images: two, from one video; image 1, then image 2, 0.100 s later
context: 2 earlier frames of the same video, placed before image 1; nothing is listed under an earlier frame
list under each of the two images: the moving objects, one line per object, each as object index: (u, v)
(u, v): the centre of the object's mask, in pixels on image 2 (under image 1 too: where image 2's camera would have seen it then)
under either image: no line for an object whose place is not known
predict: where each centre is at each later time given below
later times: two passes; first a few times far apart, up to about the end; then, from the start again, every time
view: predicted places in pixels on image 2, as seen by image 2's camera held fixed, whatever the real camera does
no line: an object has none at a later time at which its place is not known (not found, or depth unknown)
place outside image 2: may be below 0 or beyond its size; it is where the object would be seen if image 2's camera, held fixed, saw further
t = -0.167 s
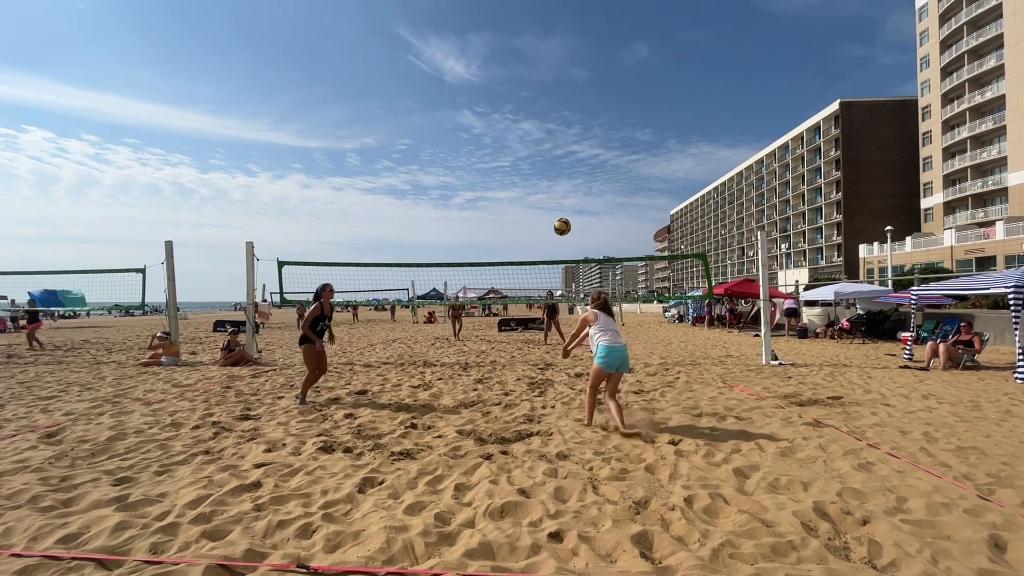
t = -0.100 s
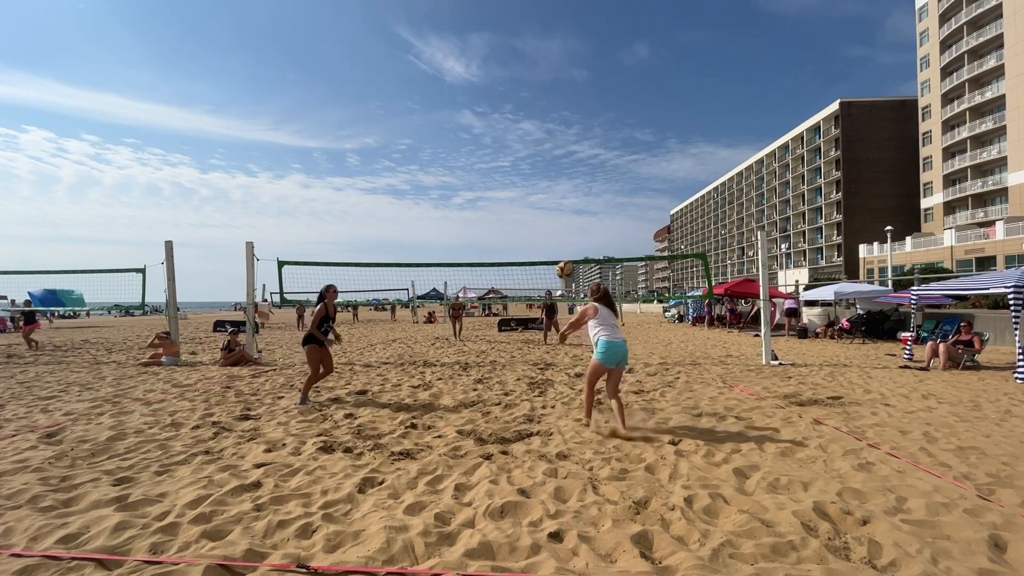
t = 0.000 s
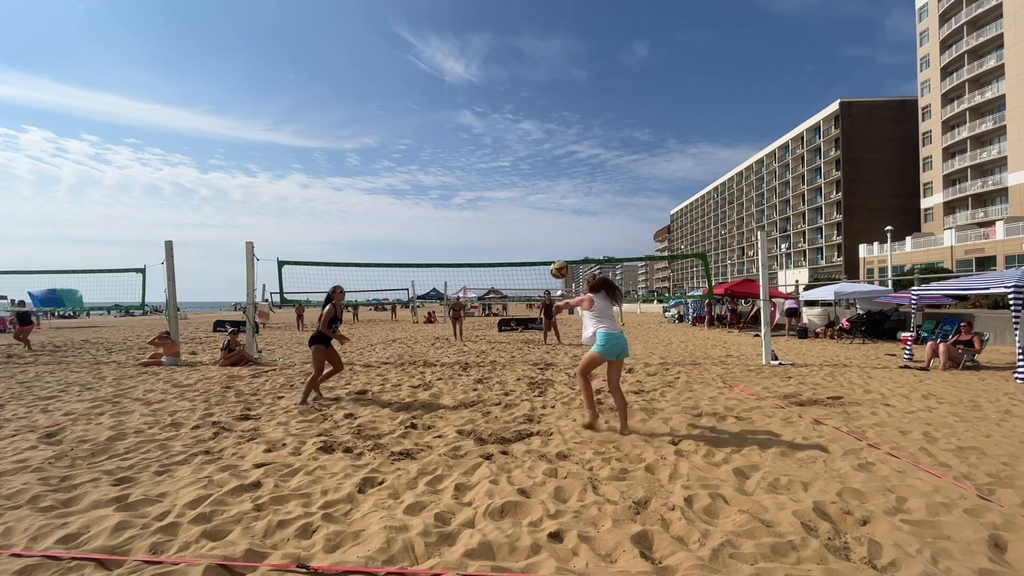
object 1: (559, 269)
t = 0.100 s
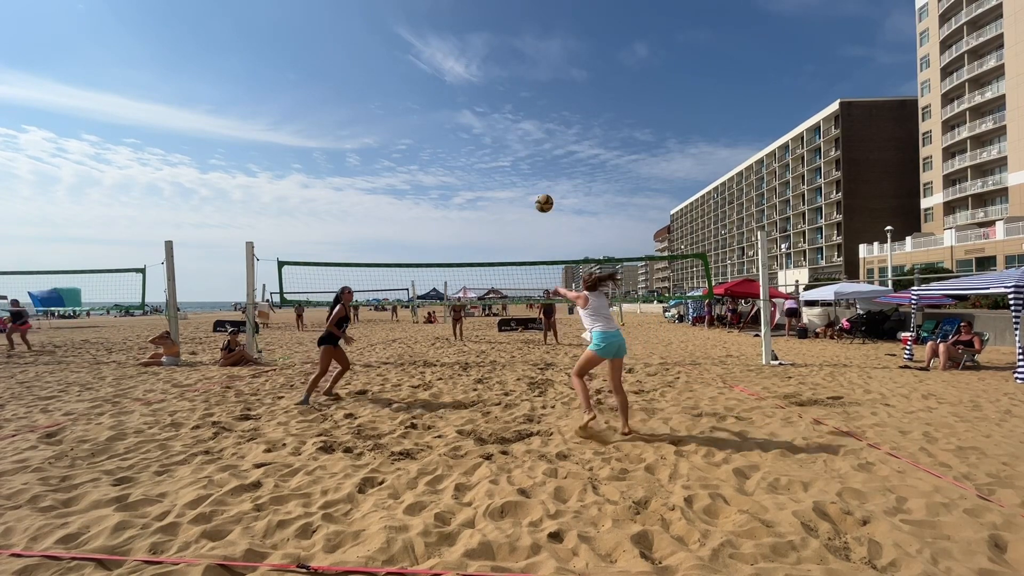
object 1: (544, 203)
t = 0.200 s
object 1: (530, 150)
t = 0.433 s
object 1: (500, 69)
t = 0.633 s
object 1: (479, 43)
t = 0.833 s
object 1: (461, 47)
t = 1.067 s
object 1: (445, 86)
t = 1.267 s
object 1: (434, 141)
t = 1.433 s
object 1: (427, 201)
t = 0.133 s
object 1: (539, 184)
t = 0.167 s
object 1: (535, 166)
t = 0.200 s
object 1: (530, 150)
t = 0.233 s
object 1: (525, 135)
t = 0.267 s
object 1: (521, 121)
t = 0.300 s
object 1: (517, 108)
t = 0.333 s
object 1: (512, 97)
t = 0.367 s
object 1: (508, 86)
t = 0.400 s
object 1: (504, 77)
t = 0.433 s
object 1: (500, 69)
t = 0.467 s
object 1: (497, 62)
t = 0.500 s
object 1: (493, 56)
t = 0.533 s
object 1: (489, 52)
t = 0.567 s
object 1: (486, 48)
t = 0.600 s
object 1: (482, 45)
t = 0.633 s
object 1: (479, 43)
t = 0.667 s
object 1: (476, 42)
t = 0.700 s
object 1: (473, 41)
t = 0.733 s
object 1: (470, 42)
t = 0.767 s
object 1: (467, 43)
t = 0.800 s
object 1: (464, 45)
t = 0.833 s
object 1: (461, 47)
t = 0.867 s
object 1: (459, 51)
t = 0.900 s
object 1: (456, 55)
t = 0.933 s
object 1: (454, 60)
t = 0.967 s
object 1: (451, 66)
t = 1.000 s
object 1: (449, 72)
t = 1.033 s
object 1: (447, 78)
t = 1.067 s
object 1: (445, 86)
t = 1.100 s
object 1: (443, 94)
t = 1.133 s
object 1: (441, 102)
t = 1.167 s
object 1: (439, 111)
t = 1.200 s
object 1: (437, 121)
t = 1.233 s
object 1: (435, 131)
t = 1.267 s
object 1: (434, 141)
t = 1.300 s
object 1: (432, 153)
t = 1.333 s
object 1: (431, 164)
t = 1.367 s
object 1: (429, 176)
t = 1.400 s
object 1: (428, 188)
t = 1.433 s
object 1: (427, 201)
